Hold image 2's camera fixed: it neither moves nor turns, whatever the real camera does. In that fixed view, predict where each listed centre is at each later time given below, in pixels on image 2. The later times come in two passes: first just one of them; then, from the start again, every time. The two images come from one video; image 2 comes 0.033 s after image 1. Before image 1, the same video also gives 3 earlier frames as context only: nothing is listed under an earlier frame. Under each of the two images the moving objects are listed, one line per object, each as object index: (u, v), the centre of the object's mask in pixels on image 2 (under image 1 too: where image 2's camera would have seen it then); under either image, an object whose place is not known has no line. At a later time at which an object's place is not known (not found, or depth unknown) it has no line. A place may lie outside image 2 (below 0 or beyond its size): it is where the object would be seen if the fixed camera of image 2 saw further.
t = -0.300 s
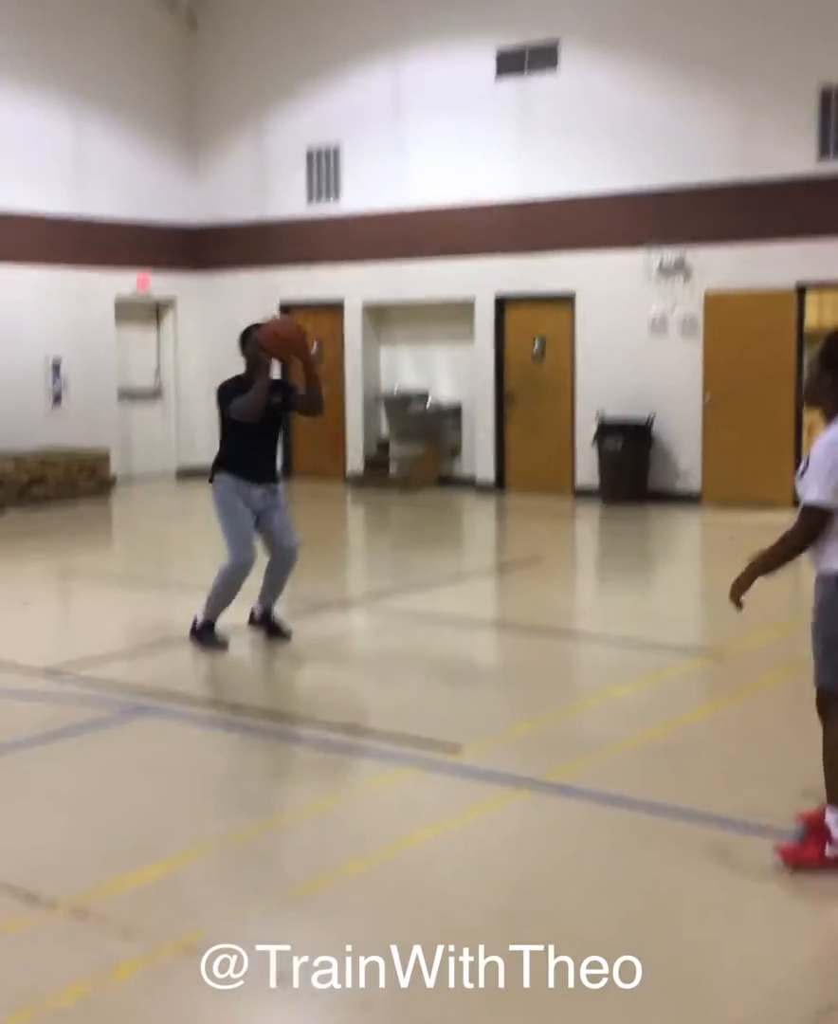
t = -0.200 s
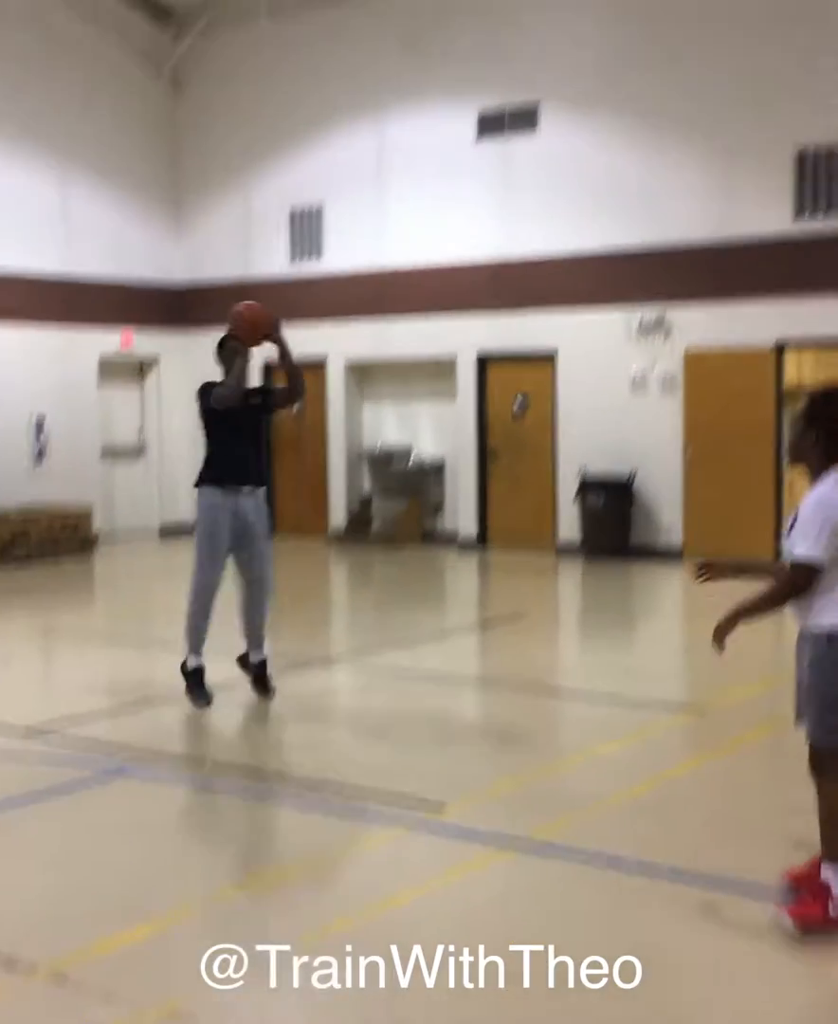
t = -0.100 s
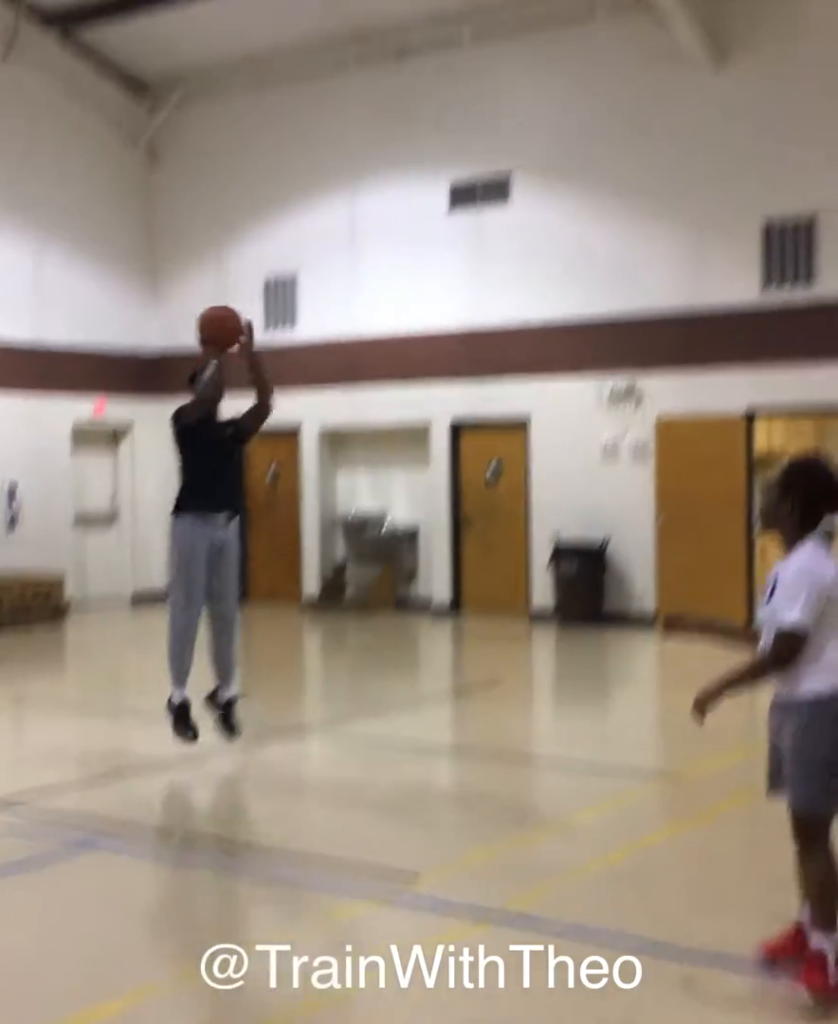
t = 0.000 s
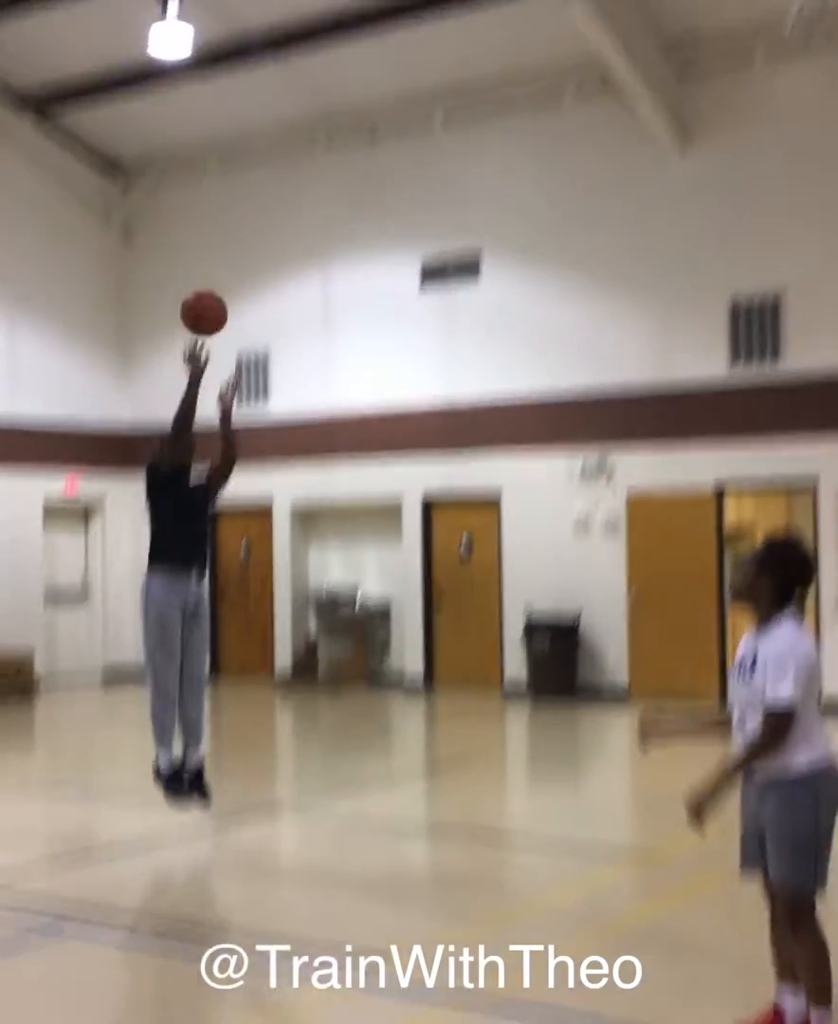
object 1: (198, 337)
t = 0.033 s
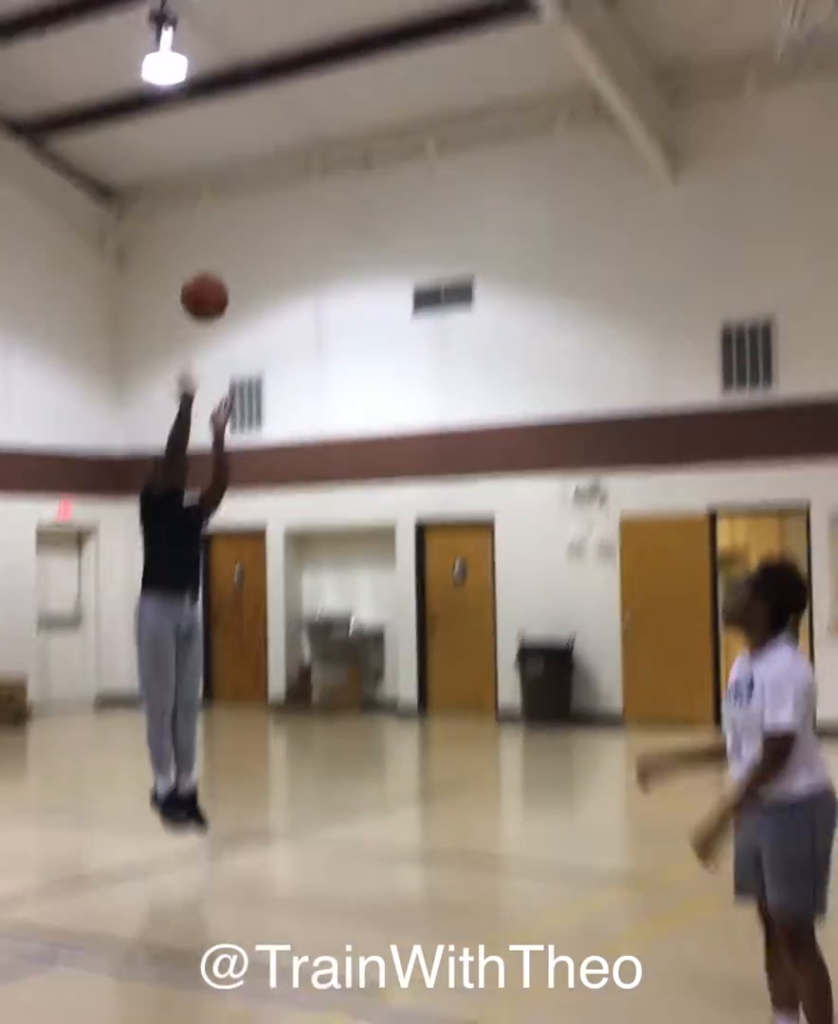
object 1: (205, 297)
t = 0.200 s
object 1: (240, 102)
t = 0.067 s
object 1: (210, 257)
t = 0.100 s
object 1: (217, 216)
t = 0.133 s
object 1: (224, 177)
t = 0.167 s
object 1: (232, 139)
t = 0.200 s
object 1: (240, 102)
